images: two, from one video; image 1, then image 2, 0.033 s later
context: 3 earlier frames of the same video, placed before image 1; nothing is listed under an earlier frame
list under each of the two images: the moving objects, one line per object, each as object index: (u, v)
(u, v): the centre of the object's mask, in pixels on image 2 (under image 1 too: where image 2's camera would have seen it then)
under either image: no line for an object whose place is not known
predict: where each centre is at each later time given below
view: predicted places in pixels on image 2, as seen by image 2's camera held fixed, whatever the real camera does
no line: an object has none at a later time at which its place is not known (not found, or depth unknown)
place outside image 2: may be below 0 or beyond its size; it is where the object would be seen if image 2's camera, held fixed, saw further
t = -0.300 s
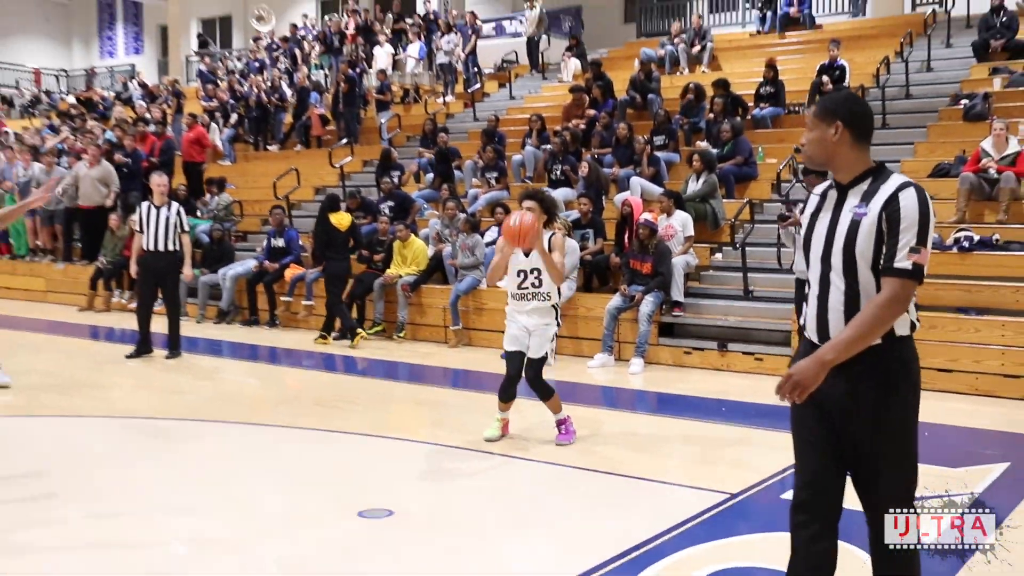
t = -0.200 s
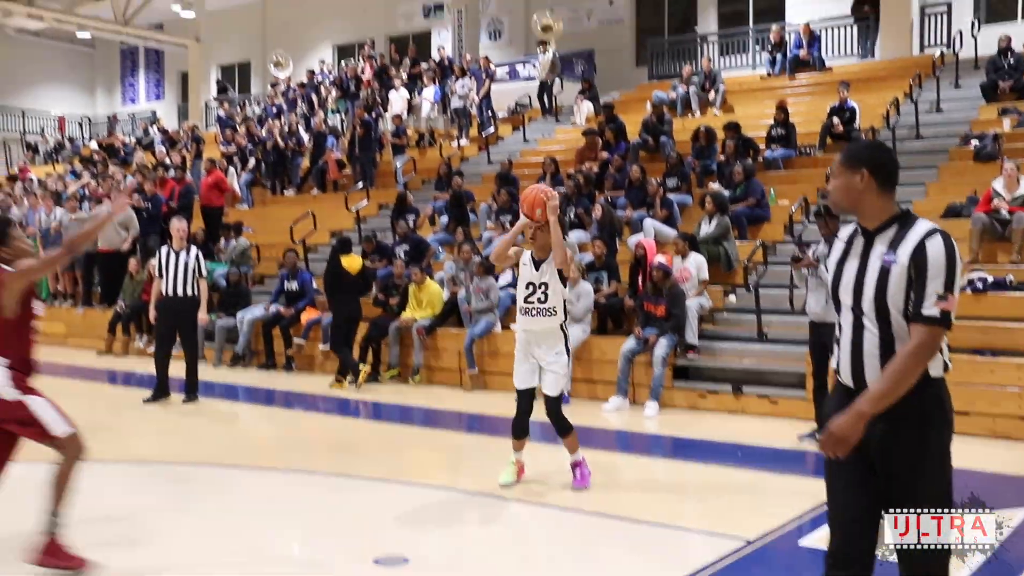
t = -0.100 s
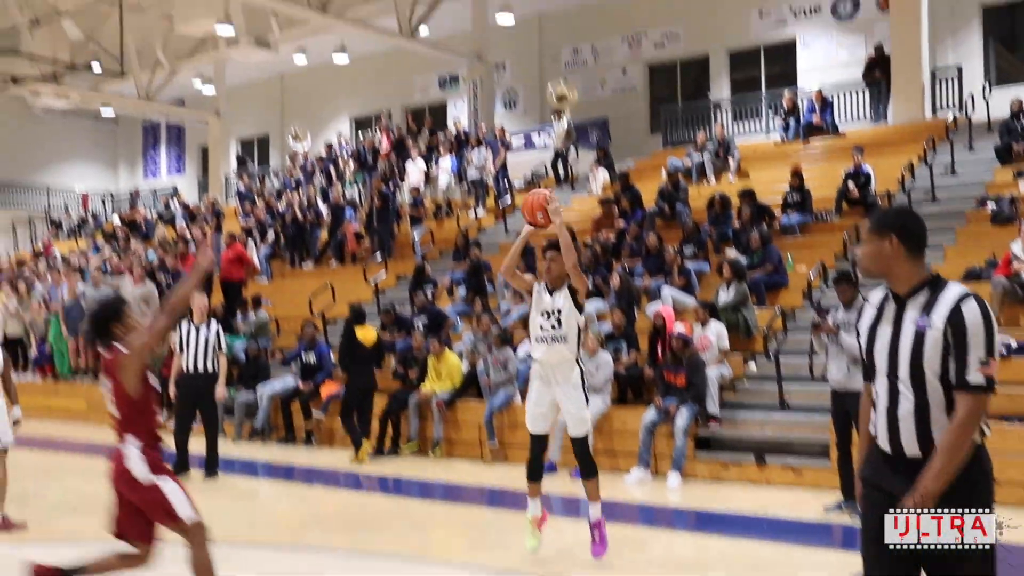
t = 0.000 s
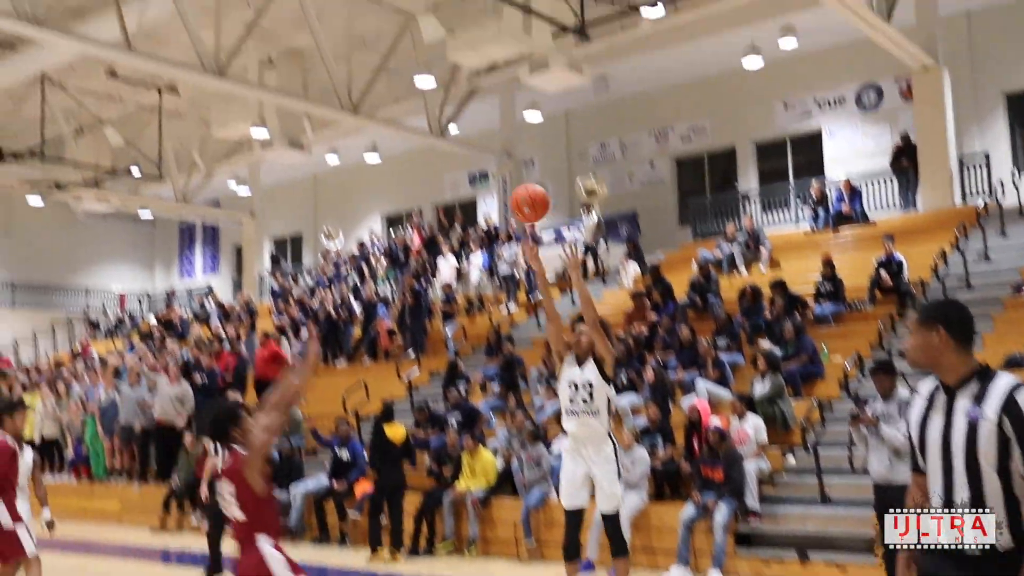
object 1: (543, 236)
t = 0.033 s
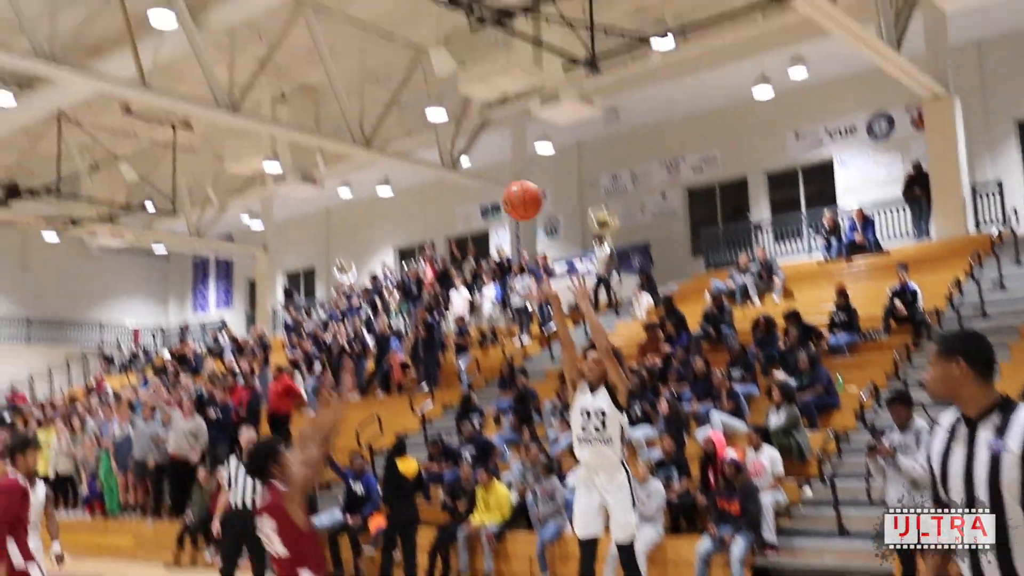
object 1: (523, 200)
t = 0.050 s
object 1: (512, 183)
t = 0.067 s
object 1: (502, 166)
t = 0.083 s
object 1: (491, 149)
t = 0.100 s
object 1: (480, 131)
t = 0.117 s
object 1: (470, 115)
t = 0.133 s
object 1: (459, 99)
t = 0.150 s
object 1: (448, 84)
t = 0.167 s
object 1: (437, 69)
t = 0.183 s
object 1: (427, 55)
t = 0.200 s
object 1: (417, 40)
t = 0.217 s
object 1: (405, 25)
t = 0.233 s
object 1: (393, 9)
